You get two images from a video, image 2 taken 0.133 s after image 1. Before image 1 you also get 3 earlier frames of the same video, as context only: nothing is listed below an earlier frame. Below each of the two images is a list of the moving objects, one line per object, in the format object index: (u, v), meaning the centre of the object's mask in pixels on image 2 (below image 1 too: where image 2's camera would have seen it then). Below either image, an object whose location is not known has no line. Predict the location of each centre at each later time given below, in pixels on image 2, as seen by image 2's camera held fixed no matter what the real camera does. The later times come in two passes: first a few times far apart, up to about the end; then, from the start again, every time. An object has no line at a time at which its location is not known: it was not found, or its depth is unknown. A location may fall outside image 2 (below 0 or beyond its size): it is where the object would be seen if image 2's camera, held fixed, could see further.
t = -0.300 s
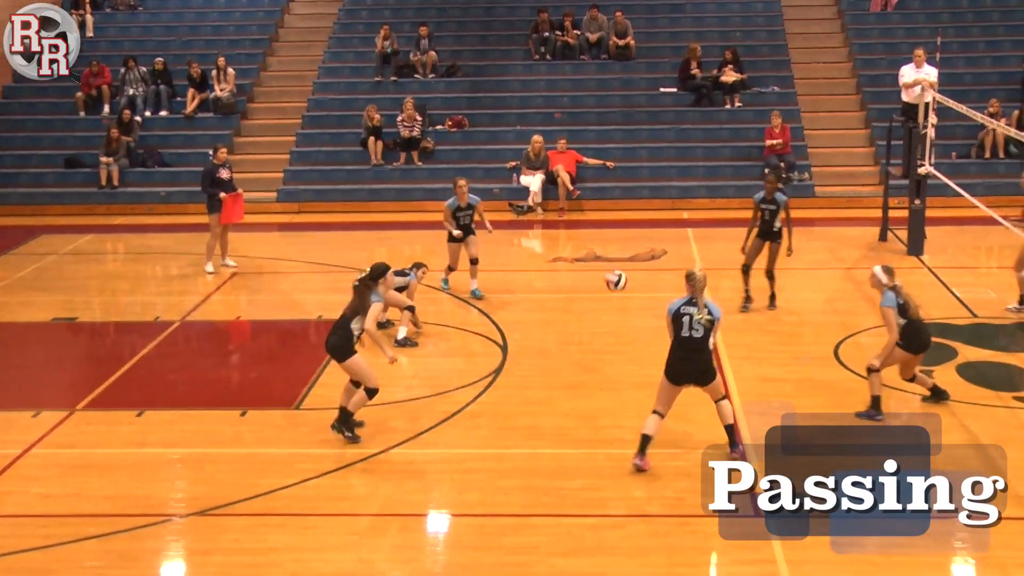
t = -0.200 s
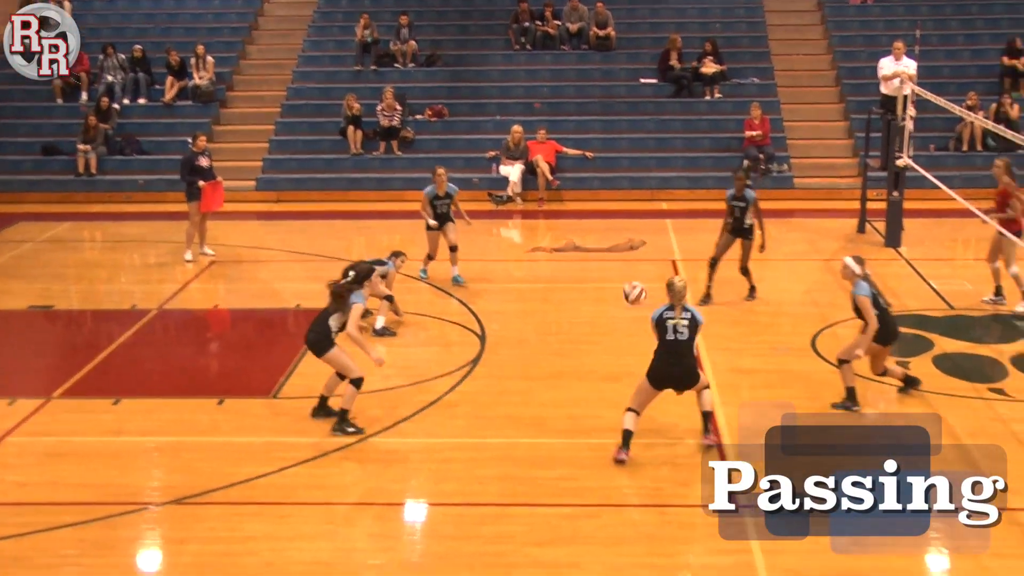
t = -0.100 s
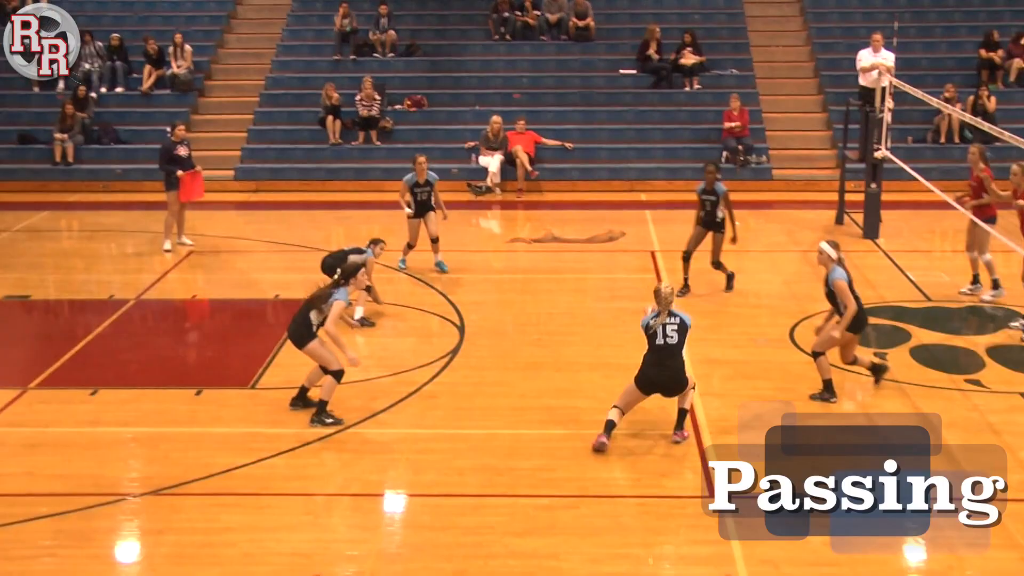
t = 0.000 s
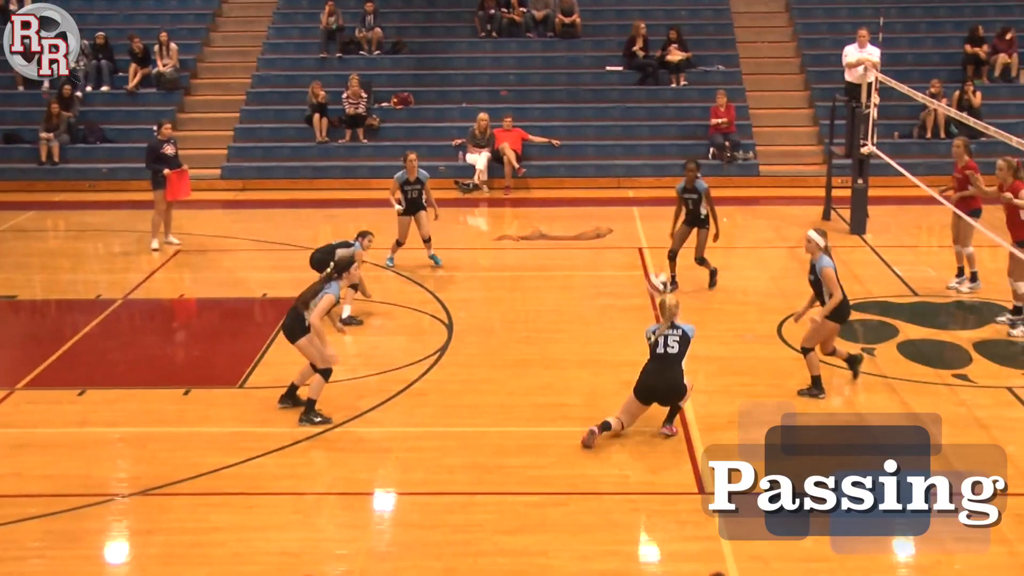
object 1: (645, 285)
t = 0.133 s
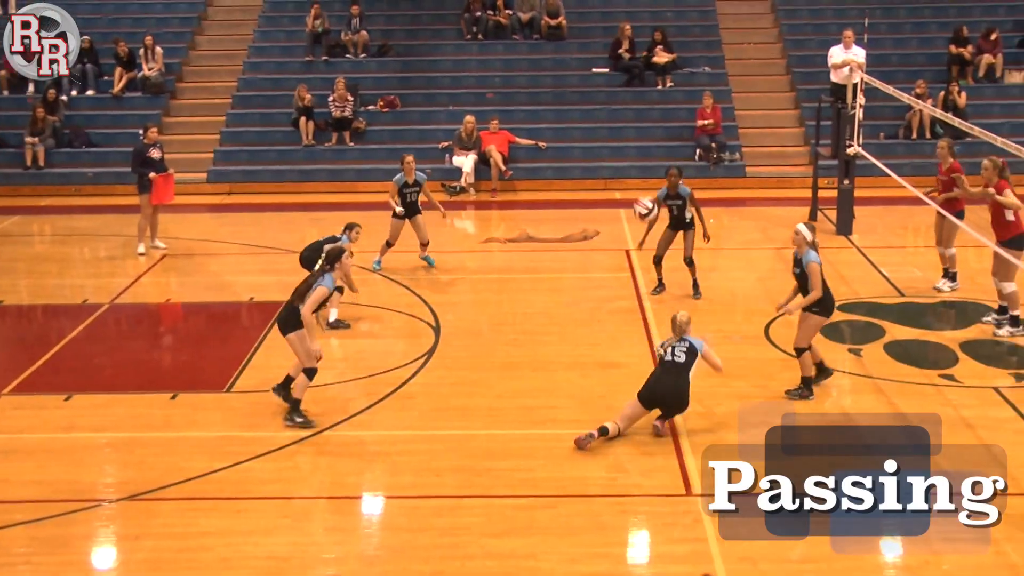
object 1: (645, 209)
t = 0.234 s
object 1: (644, 165)
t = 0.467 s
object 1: (641, 108)
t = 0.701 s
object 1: (640, 109)
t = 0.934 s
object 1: (638, 166)
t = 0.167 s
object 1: (645, 193)
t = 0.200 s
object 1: (644, 178)
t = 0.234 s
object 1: (644, 165)
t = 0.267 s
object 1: (644, 153)
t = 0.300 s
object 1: (644, 143)
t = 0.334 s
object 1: (642, 133)
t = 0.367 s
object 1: (642, 126)
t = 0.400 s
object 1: (642, 118)
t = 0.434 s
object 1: (641, 112)
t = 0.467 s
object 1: (641, 108)
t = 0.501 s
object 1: (641, 105)
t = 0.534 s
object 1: (641, 103)
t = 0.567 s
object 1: (641, 102)
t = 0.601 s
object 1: (641, 101)
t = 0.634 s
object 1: (641, 103)
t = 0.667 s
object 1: (641, 105)
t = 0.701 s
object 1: (640, 109)
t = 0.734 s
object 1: (640, 114)
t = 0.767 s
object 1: (640, 120)
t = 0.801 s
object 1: (639, 128)
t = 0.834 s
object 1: (639, 135)
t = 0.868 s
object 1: (639, 144)
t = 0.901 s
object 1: (638, 154)
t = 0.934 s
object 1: (638, 166)
